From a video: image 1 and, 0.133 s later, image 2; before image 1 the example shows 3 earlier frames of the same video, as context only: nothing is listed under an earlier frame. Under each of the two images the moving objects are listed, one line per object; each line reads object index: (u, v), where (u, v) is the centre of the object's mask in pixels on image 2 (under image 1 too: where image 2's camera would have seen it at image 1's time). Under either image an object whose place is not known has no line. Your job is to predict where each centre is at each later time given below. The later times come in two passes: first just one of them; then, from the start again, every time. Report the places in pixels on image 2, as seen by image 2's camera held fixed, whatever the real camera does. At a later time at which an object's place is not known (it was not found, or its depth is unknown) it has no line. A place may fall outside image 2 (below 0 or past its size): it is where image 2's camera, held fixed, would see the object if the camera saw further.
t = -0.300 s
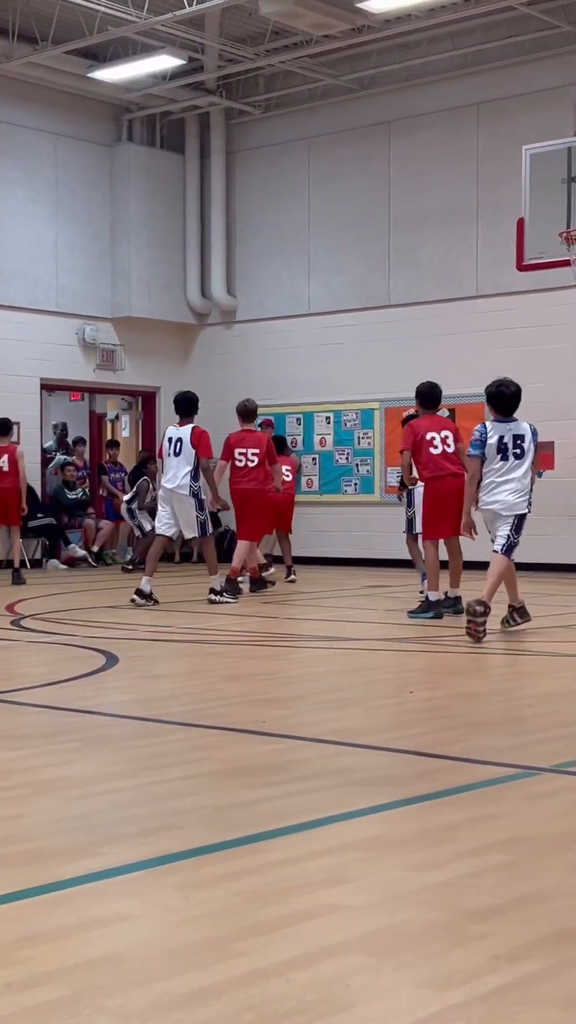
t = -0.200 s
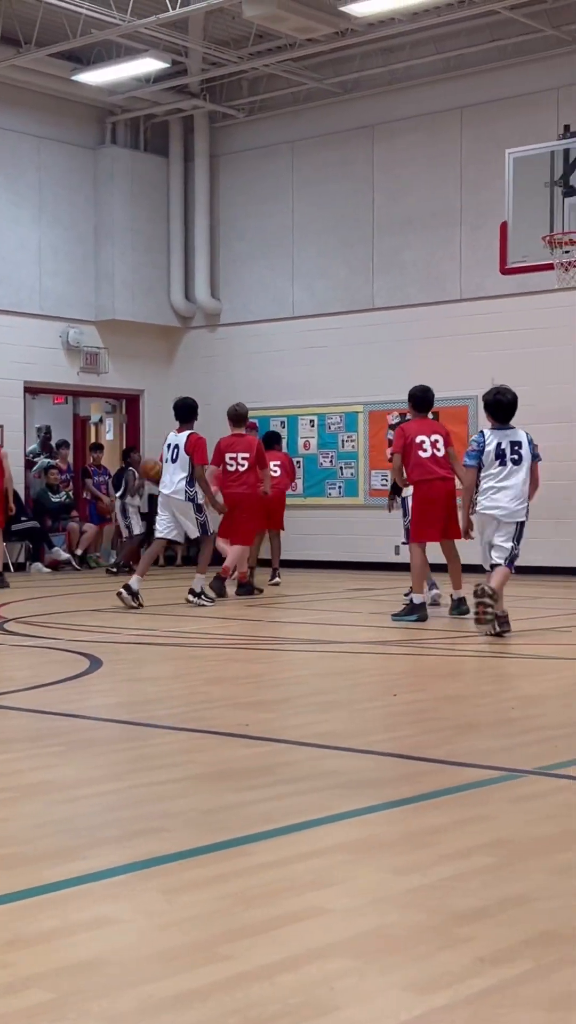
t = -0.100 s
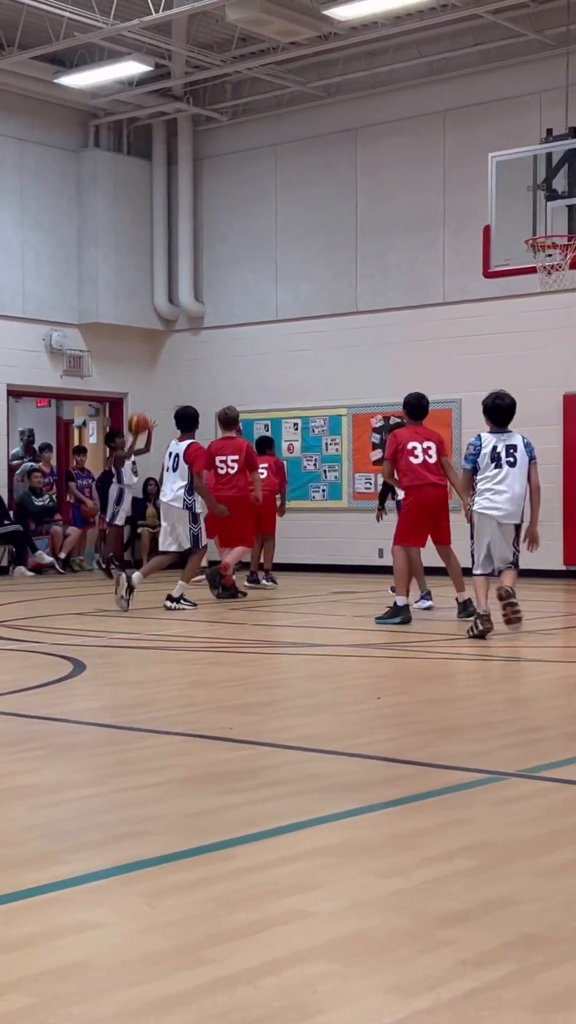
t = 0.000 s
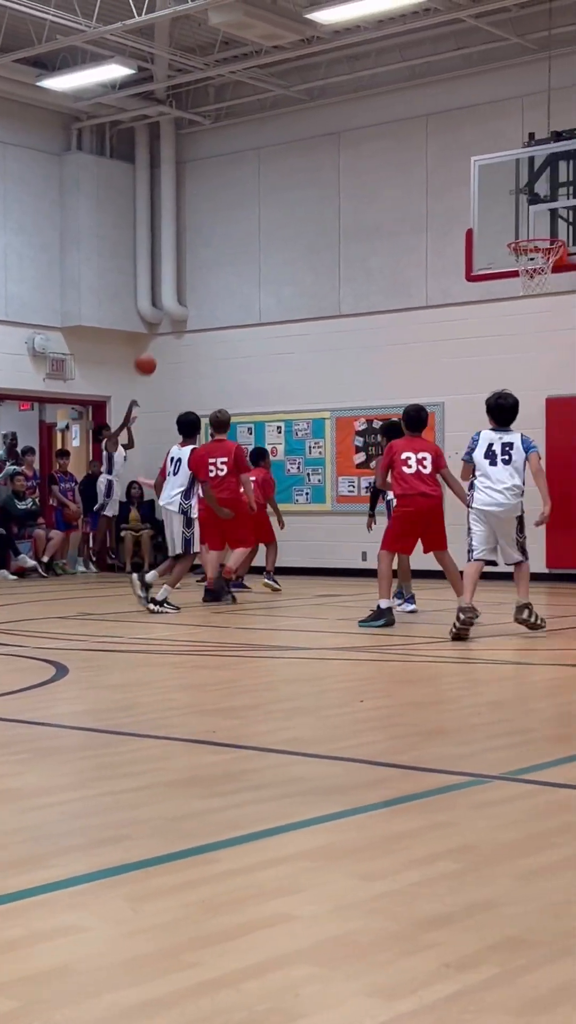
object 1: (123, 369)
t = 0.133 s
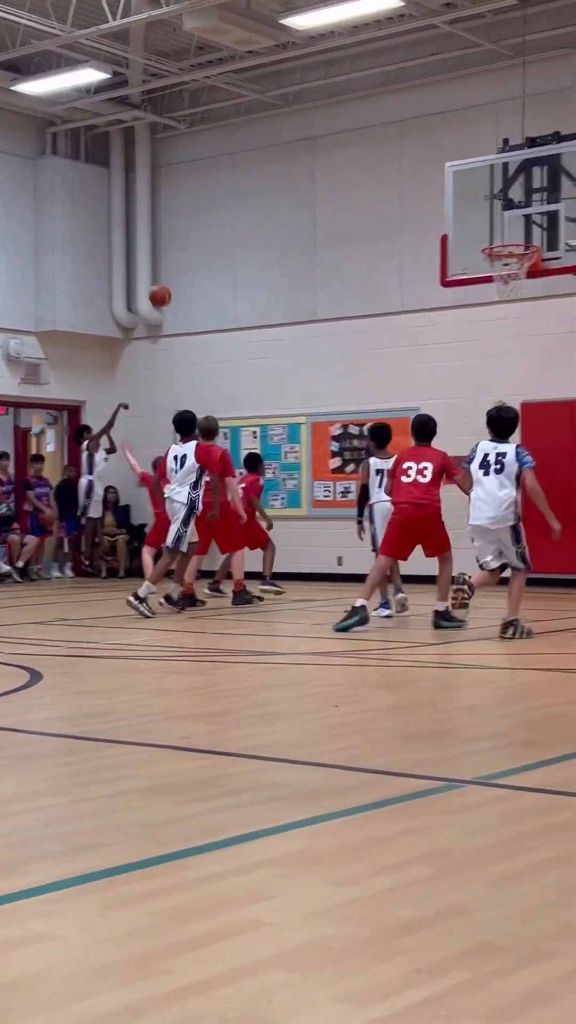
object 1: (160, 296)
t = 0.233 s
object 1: (189, 251)
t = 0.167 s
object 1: (170, 280)
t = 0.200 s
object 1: (179, 265)
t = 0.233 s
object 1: (189, 251)
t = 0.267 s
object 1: (199, 238)
